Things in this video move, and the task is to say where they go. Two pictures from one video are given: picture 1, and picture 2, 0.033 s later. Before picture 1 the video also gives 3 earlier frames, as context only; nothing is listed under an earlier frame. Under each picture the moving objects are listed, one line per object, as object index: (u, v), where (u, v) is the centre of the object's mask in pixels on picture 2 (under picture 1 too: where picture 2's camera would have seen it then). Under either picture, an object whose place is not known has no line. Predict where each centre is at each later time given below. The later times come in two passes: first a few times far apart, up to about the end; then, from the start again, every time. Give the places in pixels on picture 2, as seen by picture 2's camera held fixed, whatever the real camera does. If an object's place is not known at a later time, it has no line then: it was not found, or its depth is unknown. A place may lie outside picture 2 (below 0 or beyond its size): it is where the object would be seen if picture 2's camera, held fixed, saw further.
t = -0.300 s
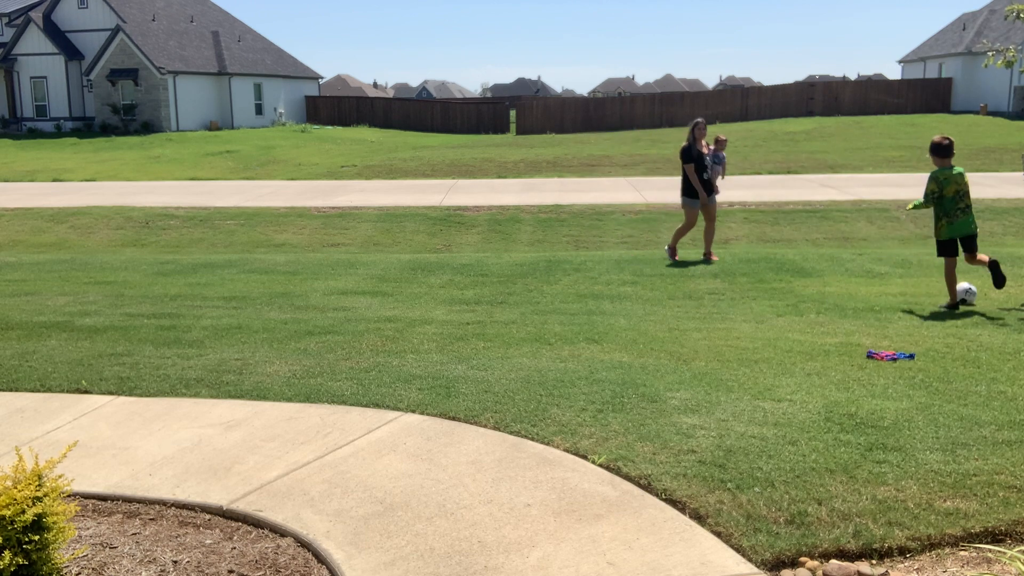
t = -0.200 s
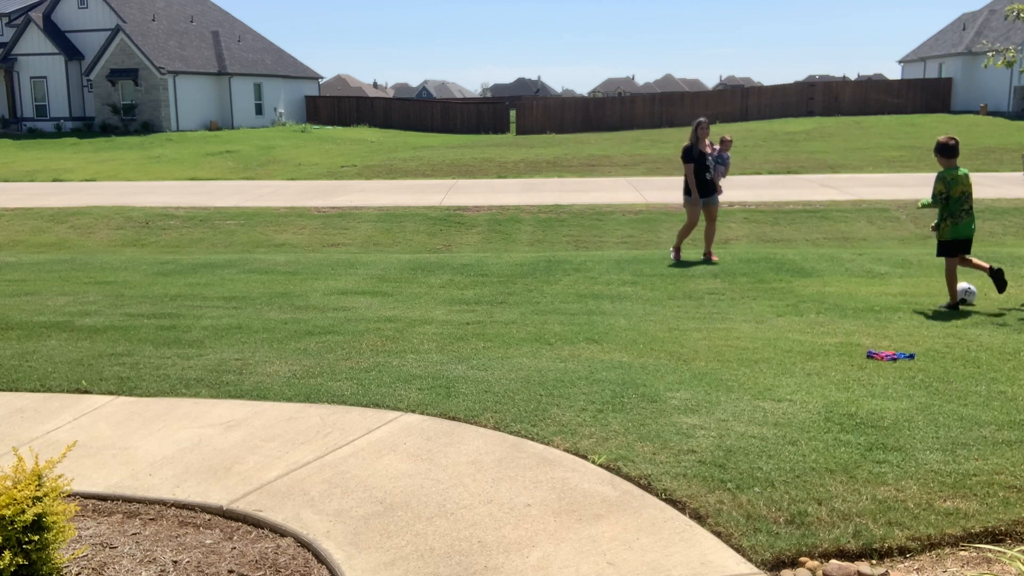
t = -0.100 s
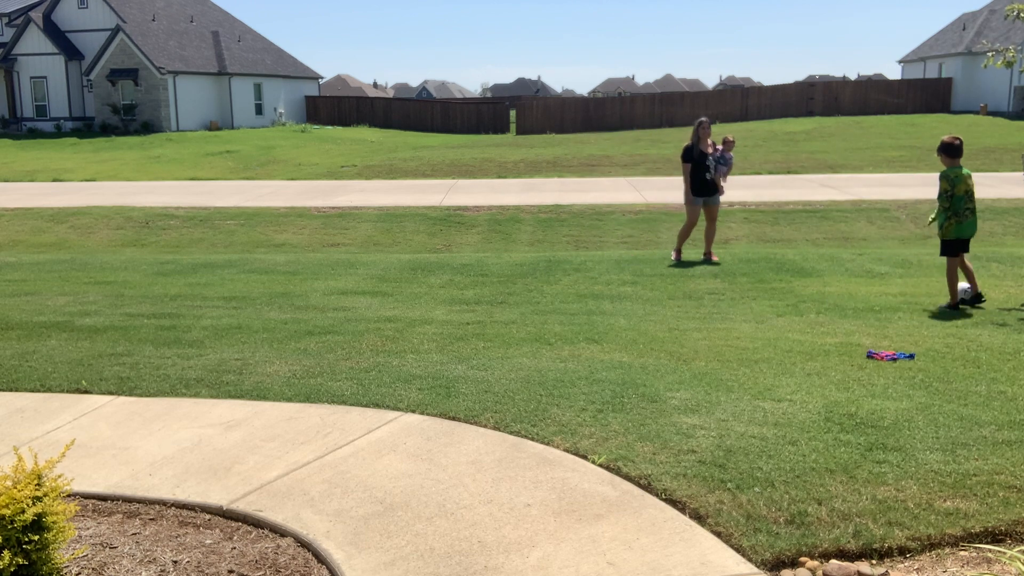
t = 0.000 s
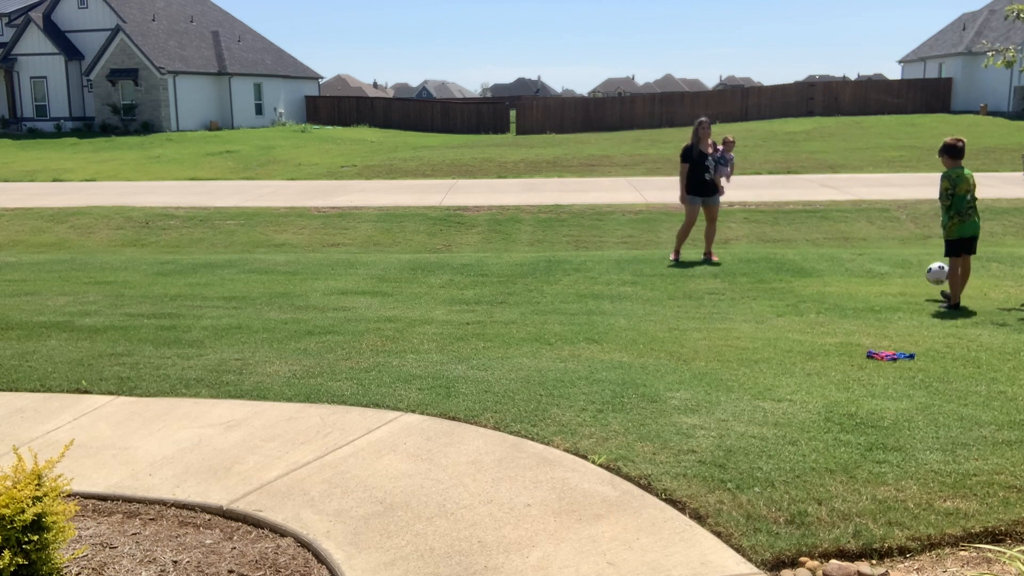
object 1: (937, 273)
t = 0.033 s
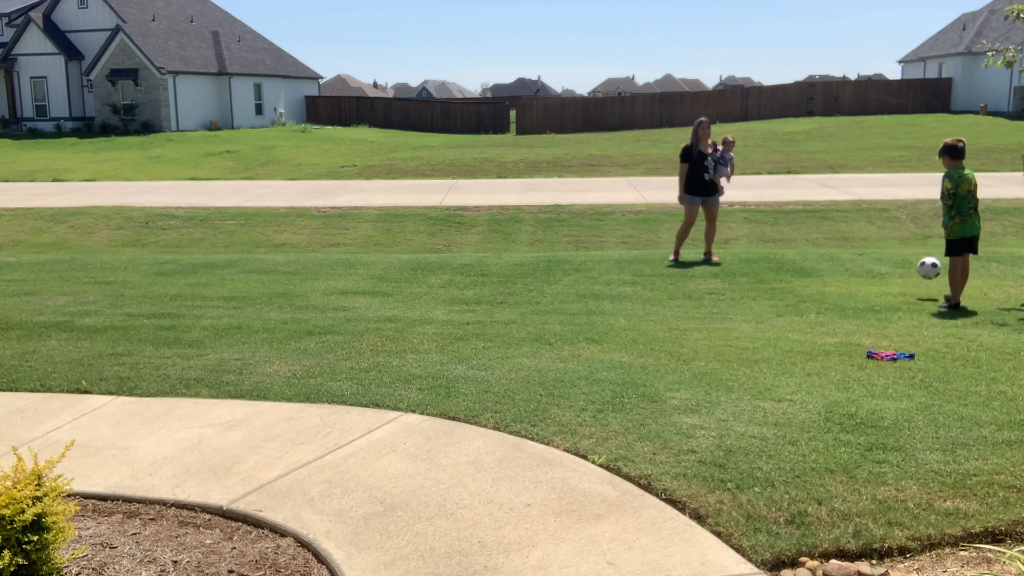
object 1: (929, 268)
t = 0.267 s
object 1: (870, 267)
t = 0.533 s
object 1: (836, 265)
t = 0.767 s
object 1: (817, 268)
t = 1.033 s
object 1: (799, 265)
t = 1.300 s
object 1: (782, 263)
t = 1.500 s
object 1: (774, 261)
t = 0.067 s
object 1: (920, 264)
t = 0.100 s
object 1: (912, 262)
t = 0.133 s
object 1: (903, 260)
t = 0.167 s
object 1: (895, 260)
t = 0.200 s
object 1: (886, 261)
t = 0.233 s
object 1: (878, 264)
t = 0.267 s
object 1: (870, 267)
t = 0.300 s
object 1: (862, 272)
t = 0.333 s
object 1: (854, 277)
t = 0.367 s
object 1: (851, 273)
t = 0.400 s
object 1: (848, 269)
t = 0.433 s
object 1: (845, 266)
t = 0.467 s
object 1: (842, 265)
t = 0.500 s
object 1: (839, 264)
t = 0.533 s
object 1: (836, 265)
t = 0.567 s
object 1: (833, 267)
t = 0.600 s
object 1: (830, 271)
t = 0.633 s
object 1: (827, 271)
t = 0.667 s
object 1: (825, 269)
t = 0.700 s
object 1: (822, 268)
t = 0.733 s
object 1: (820, 268)
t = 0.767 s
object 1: (817, 268)
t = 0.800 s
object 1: (815, 268)
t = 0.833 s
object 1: (812, 268)
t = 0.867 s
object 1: (810, 267)
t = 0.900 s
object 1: (808, 266)
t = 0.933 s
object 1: (805, 266)
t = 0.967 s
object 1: (803, 266)
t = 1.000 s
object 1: (801, 265)
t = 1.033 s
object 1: (799, 265)
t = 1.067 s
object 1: (796, 265)
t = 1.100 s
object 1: (794, 264)
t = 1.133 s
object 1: (792, 264)
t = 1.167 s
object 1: (790, 264)
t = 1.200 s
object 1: (788, 264)
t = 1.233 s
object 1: (786, 264)
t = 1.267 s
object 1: (784, 263)
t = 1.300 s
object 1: (782, 263)
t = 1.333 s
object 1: (781, 262)
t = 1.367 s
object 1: (779, 262)
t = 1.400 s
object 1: (778, 261)
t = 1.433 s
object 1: (776, 261)
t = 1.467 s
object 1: (775, 261)
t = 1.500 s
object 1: (774, 261)
